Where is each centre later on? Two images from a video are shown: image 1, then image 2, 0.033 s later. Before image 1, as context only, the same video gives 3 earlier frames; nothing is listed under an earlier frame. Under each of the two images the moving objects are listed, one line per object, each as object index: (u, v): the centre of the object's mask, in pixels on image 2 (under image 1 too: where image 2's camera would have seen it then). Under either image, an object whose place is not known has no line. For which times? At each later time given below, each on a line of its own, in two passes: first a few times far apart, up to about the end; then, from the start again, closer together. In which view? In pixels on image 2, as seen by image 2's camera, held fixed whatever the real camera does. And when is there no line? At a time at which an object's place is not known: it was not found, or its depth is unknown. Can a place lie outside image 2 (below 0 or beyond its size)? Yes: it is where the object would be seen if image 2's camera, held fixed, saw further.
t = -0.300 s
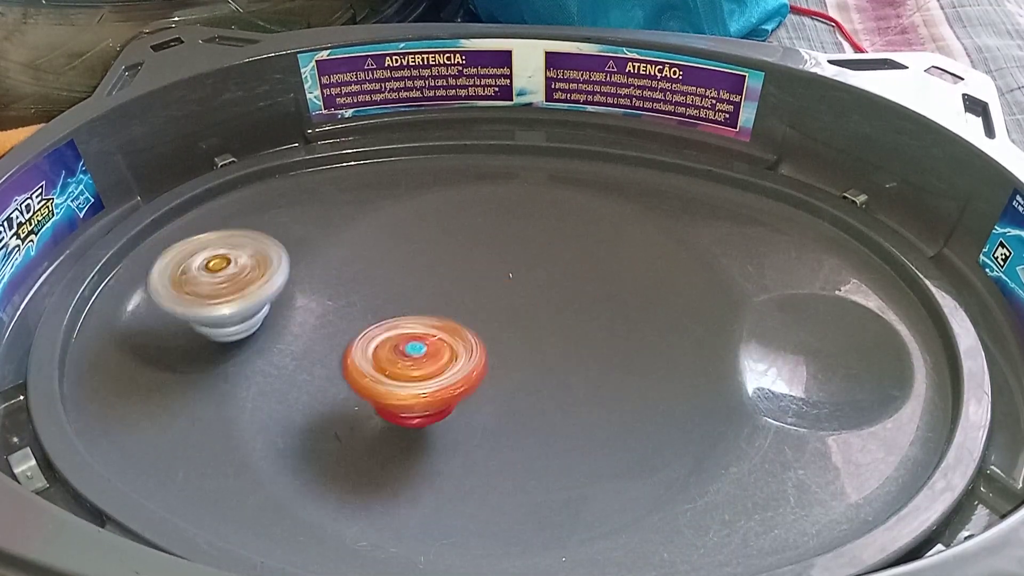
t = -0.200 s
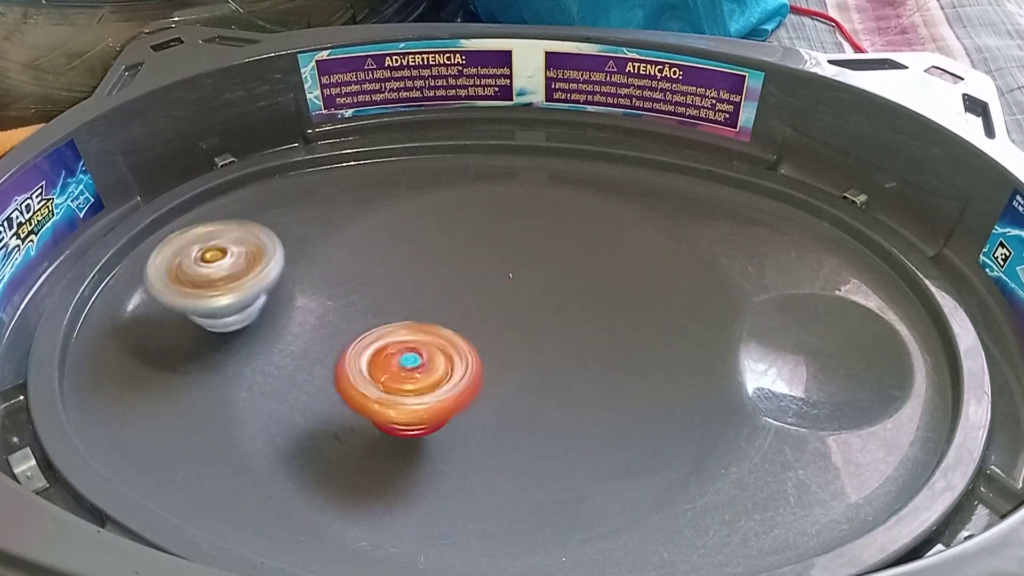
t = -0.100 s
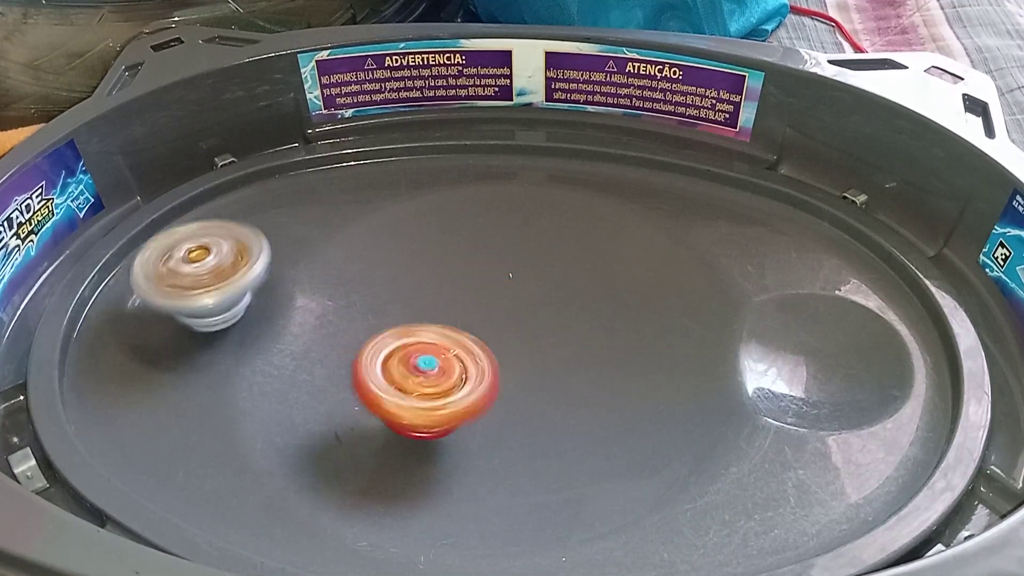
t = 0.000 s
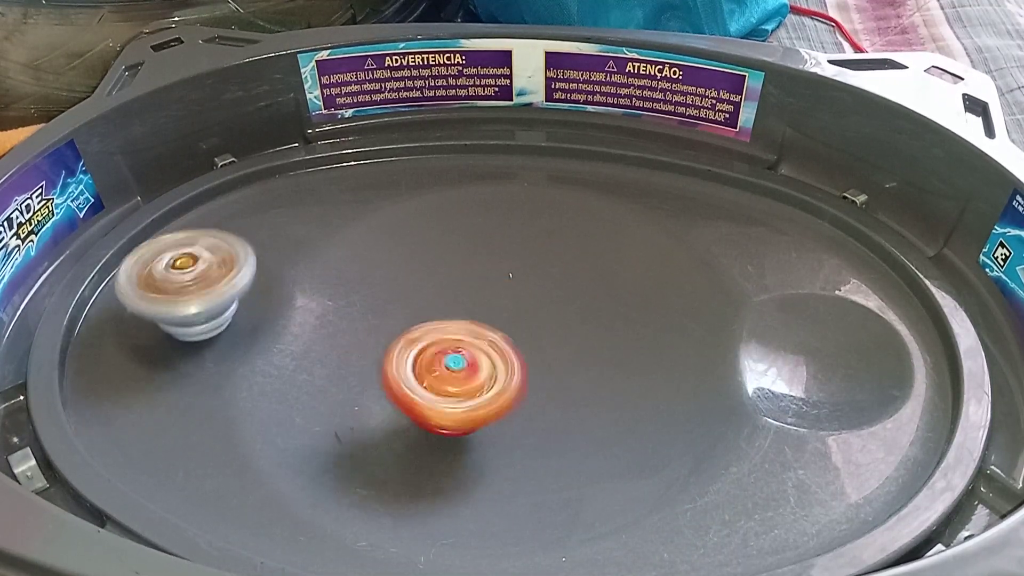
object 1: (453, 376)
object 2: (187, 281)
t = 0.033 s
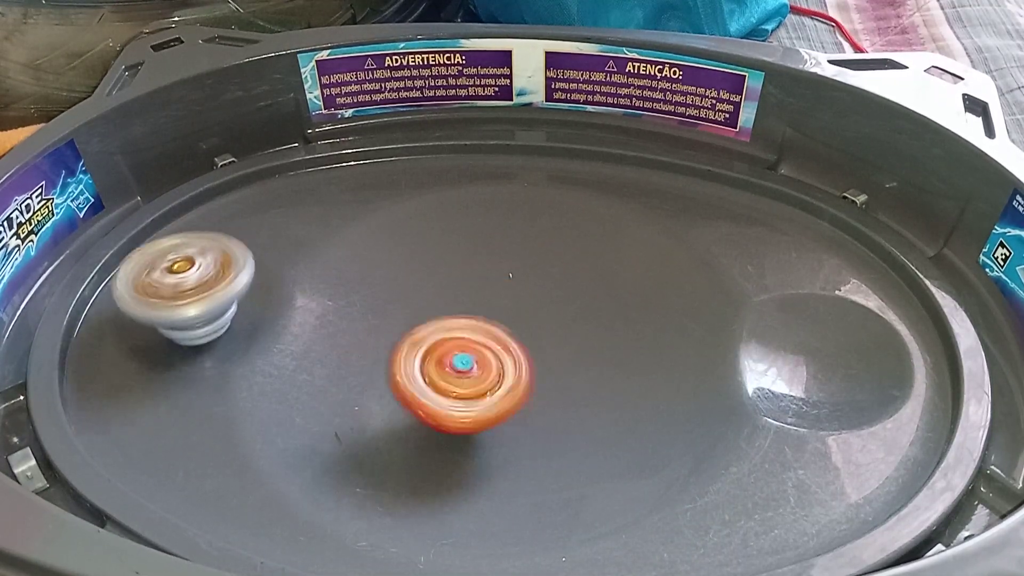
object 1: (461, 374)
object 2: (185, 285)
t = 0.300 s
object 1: (537, 356)
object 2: (215, 289)
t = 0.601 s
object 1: (535, 347)
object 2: (194, 275)
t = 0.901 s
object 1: (456, 340)
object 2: (208, 292)
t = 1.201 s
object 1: (425, 338)
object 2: (204, 275)
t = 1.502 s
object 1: (479, 369)
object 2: (194, 292)
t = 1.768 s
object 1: (522, 380)
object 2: (218, 276)
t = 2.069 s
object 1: (506, 348)
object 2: (186, 288)
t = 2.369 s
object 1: (484, 318)
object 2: (216, 283)
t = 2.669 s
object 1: (469, 346)
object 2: (191, 279)
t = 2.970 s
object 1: (460, 375)
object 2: (211, 289)
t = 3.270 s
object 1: (481, 358)
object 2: (198, 275)
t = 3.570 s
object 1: (517, 339)
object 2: (202, 291)
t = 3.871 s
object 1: (499, 347)
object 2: (208, 277)
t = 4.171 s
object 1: (450, 349)
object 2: (191, 290)
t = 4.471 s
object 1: (467, 353)
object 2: (215, 278)
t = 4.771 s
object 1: (507, 369)
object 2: (189, 286)
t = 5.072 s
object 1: (498, 356)
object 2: (208, 286)
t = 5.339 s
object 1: (483, 334)
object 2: (206, 276)
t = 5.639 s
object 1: (486, 344)
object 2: (196, 289)
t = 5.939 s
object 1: (479, 369)
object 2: (210, 284)
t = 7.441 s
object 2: (210, 286)
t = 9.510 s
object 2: (193, 282)
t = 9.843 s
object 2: (211, 286)
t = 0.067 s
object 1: (468, 373)
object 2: (185, 288)
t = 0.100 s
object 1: (478, 370)
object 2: (186, 291)
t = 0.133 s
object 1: (490, 367)
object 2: (190, 293)
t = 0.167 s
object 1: (501, 367)
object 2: (194, 294)
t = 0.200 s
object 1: (509, 365)
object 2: (200, 295)
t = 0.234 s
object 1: (517, 361)
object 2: (206, 294)
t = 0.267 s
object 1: (527, 358)
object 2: (211, 292)
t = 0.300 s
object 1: (537, 356)
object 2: (215, 289)
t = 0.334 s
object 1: (544, 354)
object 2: (217, 286)
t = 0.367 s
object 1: (548, 352)
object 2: (218, 283)
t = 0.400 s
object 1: (554, 349)
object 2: (218, 279)
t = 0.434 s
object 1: (555, 349)
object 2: (216, 276)
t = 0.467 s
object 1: (551, 348)
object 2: (214, 274)
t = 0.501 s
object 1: (550, 346)
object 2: (209, 273)
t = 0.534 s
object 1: (548, 346)
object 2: (204, 272)
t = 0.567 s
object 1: (543, 346)
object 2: (199, 273)
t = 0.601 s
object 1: (535, 347)
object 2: (194, 275)
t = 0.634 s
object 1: (531, 346)
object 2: (190, 277)
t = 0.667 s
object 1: (526, 346)
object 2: (187, 280)
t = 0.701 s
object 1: (517, 346)
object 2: (185, 284)
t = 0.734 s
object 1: (503, 345)
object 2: (186, 286)
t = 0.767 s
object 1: (495, 344)
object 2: (189, 289)
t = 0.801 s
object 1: (485, 343)
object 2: (192, 291)
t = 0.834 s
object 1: (471, 342)
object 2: (197, 292)
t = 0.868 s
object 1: (462, 341)
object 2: (202, 292)
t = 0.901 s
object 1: (456, 340)
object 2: (208, 292)
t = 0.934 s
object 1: (450, 339)
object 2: (213, 290)
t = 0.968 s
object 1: (440, 338)
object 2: (216, 288)
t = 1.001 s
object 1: (435, 336)
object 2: (219, 285)
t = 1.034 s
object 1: (433, 336)
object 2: (220, 282)
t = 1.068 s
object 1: (429, 336)
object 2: (219, 280)
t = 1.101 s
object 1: (425, 336)
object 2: (217, 277)
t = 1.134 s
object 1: (426, 336)
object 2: (213, 276)
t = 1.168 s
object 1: (426, 338)
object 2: (209, 275)
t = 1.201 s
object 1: (425, 338)
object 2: (204, 275)
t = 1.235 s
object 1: (430, 340)
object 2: (199, 276)
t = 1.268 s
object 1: (437, 344)
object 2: (194, 277)
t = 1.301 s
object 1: (442, 348)
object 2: (189, 279)
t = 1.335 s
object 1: (447, 351)
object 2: (186, 282)
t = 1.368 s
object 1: (453, 353)
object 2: (184, 285)
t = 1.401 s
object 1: (461, 357)
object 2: (184, 288)
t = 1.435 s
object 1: (468, 361)
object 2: (186, 290)
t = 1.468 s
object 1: (474, 366)
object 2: (189, 291)
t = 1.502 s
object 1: (479, 369)
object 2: (194, 292)
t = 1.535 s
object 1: (488, 372)
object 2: (199, 292)
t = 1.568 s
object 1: (498, 375)
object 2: (204, 291)
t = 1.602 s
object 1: (505, 378)
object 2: (209, 289)
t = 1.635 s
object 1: (510, 381)
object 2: (213, 287)
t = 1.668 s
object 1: (515, 380)
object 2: (216, 284)
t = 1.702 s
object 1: (518, 381)
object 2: (218, 281)
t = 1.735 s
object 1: (519, 381)
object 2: (218, 278)
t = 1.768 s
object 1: (522, 380)
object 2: (218, 276)
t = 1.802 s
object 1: (522, 378)
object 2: (215, 275)
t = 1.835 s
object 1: (525, 377)
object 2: (212, 274)
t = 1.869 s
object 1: (524, 375)
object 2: (207, 274)
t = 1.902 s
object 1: (520, 370)
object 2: (203, 275)
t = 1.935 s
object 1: (517, 366)
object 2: (198, 277)
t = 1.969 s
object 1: (515, 362)
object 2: (194, 279)
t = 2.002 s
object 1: (514, 358)
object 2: (190, 282)
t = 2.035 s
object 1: (511, 354)
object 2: (188, 285)
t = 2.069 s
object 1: (506, 348)
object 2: (186, 288)
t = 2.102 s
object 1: (502, 343)
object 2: (187, 290)
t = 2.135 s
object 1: (499, 337)
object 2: (189, 292)
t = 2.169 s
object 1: (498, 333)
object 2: (193, 293)
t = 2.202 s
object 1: (496, 330)
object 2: (197, 293)
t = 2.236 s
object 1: (493, 326)
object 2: (202, 292)
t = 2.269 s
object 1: (487, 321)
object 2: (207, 291)
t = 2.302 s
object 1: (488, 318)
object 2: (211, 288)
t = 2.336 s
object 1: (489, 318)
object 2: (213, 286)
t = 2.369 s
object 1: (484, 318)
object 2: (216, 283)
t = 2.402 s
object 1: (481, 316)
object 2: (216, 280)
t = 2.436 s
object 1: (484, 318)
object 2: (216, 277)
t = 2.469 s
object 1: (482, 321)
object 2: (213, 275)
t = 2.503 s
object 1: (477, 324)
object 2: (211, 274)
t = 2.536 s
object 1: (476, 325)
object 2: (206, 273)
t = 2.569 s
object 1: (477, 328)
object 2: (202, 273)
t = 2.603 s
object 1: (477, 335)
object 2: (198, 275)
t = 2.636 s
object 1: (474, 341)
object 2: (194, 277)
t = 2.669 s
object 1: (469, 346)
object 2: (191, 279)
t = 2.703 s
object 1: (470, 351)
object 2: (189, 283)
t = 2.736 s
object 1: (469, 356)
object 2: (188, 285)
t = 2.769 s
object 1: (466, 363)
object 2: (190, 288)
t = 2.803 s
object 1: (462, 366)
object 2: (191, 290)
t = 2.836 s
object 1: (462, 369)
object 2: (195, 292)
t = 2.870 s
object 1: (464, 372)
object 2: (198, 293)
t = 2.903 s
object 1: (463, 374)
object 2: (204, 292)
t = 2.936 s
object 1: (460, 375)
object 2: (208, 291)
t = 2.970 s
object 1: (460, 375)
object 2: (211, 289)
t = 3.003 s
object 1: (460, 374)
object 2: (214, 287)
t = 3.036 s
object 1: (461, 373)
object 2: (215, 285)
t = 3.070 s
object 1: (460, 373)
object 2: (216, 282)
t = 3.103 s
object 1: (460, 371)
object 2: (215, 280)
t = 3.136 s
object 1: (465, 370)
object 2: (214, 277)
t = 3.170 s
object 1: (468, 369)
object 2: (210, 276)
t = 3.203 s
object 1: (471, 365)
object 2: (207, 275)
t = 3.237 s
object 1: (475, 362)
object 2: (202, 275)
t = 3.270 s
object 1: (481, 358)
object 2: (198, 275)
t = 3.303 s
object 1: (488, 357)
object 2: (193, 277)
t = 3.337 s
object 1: (491, 355)
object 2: (191, 279)
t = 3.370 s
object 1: (496, 349)
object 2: (188, 282)
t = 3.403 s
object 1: (503, 346)
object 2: (188, 284)
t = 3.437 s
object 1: (508, 344)
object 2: (188, 287)
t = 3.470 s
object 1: (510, 344)
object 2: (191, 289)
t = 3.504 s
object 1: (511, 341)
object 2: (194, 290)
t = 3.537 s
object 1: (515, 339)
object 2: (199, 291)
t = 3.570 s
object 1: (517, 339)
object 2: (202, 291)
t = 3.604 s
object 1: (515, 340)
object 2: (207, 290)
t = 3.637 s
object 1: (516, 340)
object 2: (211, 289)
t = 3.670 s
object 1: (516, 342)
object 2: (214, 287)
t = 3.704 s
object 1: (516, 343)
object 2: (216, 285)
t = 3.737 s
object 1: (513, 345)
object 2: (217, 282)
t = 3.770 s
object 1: (508, 346)
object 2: (217, 280)
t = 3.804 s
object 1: (507, 346)
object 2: (215, 279)
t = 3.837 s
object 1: (504, 347)
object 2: (212, 277)
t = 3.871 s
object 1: (499, 347)
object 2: (208, 277)
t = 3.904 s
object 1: (491, 348)
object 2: (205, 277)
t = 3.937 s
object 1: (483, 348)
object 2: (200, 277)
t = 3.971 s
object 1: (480, 347)
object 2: (195, 278)
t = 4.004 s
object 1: (473, 348)
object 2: (192, 280)
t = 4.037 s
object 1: (464, 348)
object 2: (188, 282)
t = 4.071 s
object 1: (457, 348)
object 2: (187, 285)
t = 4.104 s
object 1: (454, 348)
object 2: (187, 287)
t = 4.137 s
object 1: (454, 348)
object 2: (189, 288)
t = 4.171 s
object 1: (450, 349)
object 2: (191, 290)
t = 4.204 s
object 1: (445, 348)
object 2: (196, 290)
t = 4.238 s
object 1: (446, 348)
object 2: (199, 290)
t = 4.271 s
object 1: (447, 348)
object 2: (204, 289)
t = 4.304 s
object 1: (451, 347)
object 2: (208, 288)
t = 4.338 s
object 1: (453, 350)
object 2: (212, 286)
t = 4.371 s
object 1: (453, 351)
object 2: (214, 284)
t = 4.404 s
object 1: (455, 351)
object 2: (215, 282)
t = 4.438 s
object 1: (460, 351)
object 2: (216, 280)
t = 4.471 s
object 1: (467, 353)
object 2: (215, 278)
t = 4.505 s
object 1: (474, 358)
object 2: (214, 277)
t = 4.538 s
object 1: (475, 359)
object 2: (210, 277)
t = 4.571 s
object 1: (483, 358)
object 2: (208, 276)
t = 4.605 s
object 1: (490, 359)
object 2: (203, 277)
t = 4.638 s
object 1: (497, 363)
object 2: (200, 278)
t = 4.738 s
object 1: (503, 368)
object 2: (189, 286)
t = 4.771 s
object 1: (507, 369)
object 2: (189, 286)
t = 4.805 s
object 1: (512, 370)
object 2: (190, 287)
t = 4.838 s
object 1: (511, 371)
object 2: (190, 289)
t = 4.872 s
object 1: (511, 370)
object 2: (190, 290)
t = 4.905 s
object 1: (509, 369)
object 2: (192, 291)
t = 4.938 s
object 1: (510, 368)
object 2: (196, 290)
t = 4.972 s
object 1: (512, 366)
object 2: (198, 290)
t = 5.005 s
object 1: (509, 363)
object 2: (202, 289)
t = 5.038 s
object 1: (502, 359)
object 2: (205, 288)
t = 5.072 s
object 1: (498, 356)
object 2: (208, 286)
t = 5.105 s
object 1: (497, 352)
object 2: (211, 284)
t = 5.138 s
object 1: (497, 349)
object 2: (212, 282)
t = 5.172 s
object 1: (490, 346)
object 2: (213, 279)
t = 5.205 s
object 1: (484, 342)
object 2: (213, 278)
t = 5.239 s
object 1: (484, 338)
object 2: (211, 276)
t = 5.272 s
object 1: (487, 337)
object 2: (209, 276)
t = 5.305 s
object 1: (486, 335)
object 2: (208, 276)
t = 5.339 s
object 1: (483, 334)
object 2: (206, 276)
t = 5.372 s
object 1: (480, 332)
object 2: (204, 277)
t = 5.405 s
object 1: (480, 330)
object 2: (202, 277)
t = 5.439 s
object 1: (483, 330)
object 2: (200, 279)
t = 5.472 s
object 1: (484, 333)
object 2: (199, 280)
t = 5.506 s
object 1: (482, 333)
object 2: (196, 282)
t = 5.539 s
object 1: (485, 335)
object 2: (193, 285)
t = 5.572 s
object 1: (486, 337)
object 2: (193, 287)
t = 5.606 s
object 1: (488, 340)
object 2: (193, 288)
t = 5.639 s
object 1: (486, 344)
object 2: (196, 289)
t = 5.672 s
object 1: (482, 347)
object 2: (198, 290)
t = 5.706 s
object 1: (485, 350)
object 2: (198, 290)
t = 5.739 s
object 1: (487, 353)
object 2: (198, 291)
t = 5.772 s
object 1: (484, 358)
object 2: (201, 290)
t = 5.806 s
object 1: (481, 361)
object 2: (203, 289)
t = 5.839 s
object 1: (477, 364)
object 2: (207, 288)
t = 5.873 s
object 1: (479, 366)
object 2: (208, 287)
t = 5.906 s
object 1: (480, 368)
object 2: (208, 286)
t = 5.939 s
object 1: (479, 369)
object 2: (210, 284)
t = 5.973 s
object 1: (475, 369)
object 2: (212, 281)
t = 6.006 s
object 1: (472, 369)
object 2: (209, 280)
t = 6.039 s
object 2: (206, 280)
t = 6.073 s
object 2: (208, 279)
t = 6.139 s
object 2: (204, 276)
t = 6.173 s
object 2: (200, 278)
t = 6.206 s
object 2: (200, 277)
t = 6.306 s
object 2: (192, 281)
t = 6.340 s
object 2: (194, 283)
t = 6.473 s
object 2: (195, 290)
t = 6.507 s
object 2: (201, 290)
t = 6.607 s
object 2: (207, 288)
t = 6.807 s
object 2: (209, 280)
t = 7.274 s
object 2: (198, 287)
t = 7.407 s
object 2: (207, 287)
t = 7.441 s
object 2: (210, 286)
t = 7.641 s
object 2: (210, 281)
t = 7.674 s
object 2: (208, 281)
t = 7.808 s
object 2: (205, 279)
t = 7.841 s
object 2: (202, 279)
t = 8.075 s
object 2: (194, 285)
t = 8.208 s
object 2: (197, 289)
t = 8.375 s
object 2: (209, 285)
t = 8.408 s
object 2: (211, 283)
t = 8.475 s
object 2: (207, 282)
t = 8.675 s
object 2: (199, 279)
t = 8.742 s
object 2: (193, 282)
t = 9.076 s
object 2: (209, 286)
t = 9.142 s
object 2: (210, 285)
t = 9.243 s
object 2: (207, 281)
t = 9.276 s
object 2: (205, 280)
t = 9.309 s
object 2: (205, 280)
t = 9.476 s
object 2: (194, 281)
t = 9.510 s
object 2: (193, 282)
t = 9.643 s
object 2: (198, 287)
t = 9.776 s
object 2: (204, 289)
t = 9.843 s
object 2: (211, 286)
